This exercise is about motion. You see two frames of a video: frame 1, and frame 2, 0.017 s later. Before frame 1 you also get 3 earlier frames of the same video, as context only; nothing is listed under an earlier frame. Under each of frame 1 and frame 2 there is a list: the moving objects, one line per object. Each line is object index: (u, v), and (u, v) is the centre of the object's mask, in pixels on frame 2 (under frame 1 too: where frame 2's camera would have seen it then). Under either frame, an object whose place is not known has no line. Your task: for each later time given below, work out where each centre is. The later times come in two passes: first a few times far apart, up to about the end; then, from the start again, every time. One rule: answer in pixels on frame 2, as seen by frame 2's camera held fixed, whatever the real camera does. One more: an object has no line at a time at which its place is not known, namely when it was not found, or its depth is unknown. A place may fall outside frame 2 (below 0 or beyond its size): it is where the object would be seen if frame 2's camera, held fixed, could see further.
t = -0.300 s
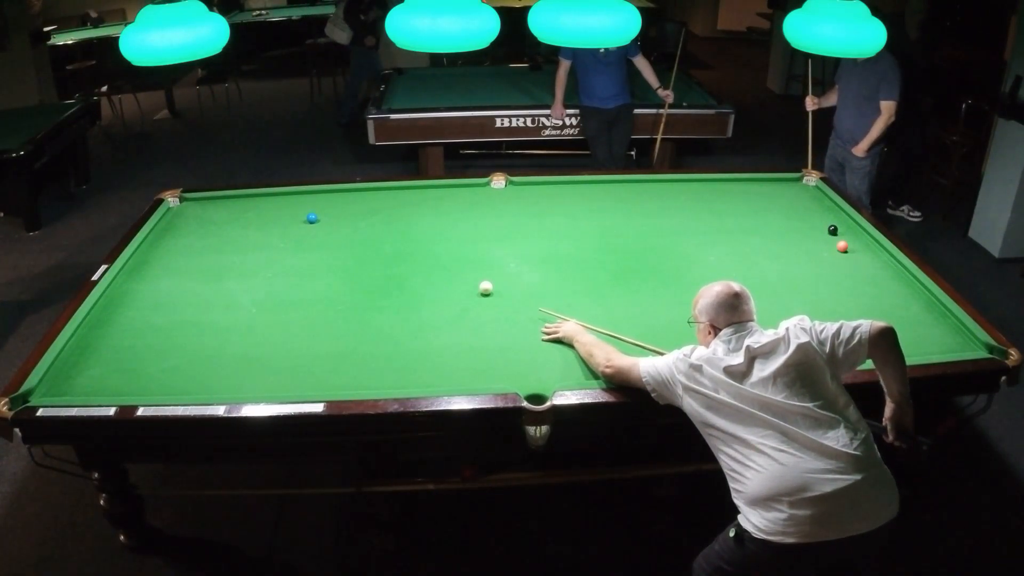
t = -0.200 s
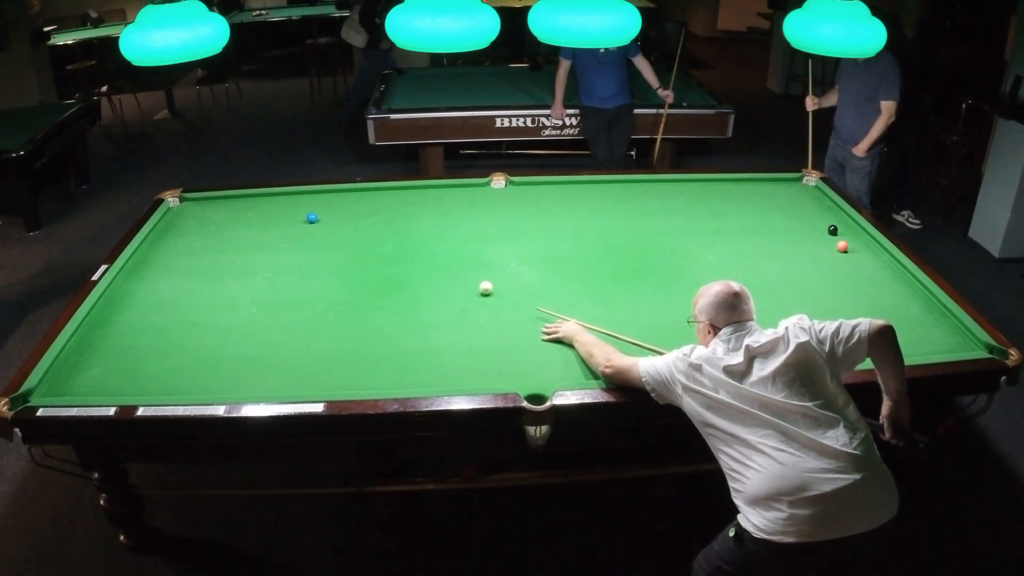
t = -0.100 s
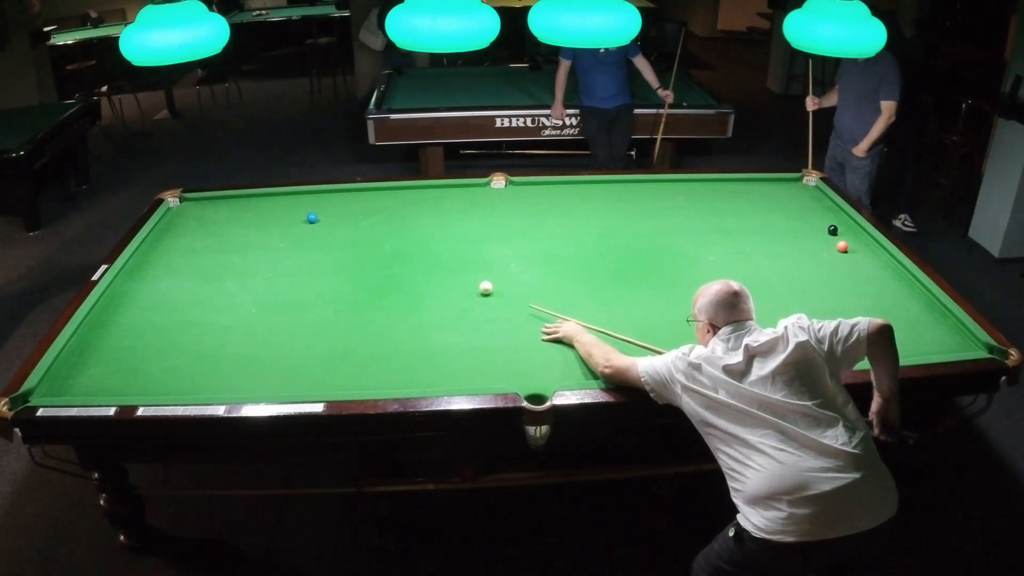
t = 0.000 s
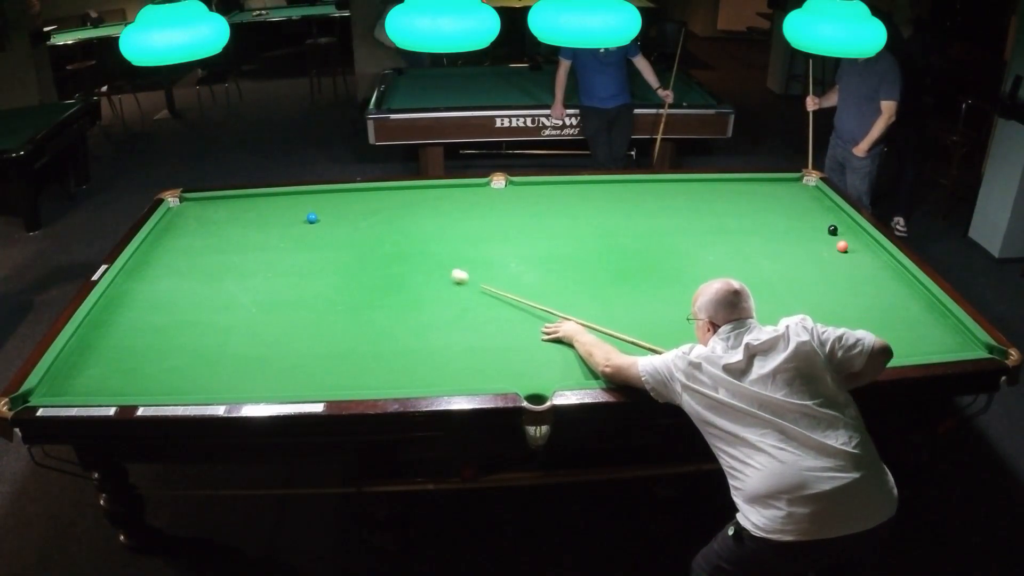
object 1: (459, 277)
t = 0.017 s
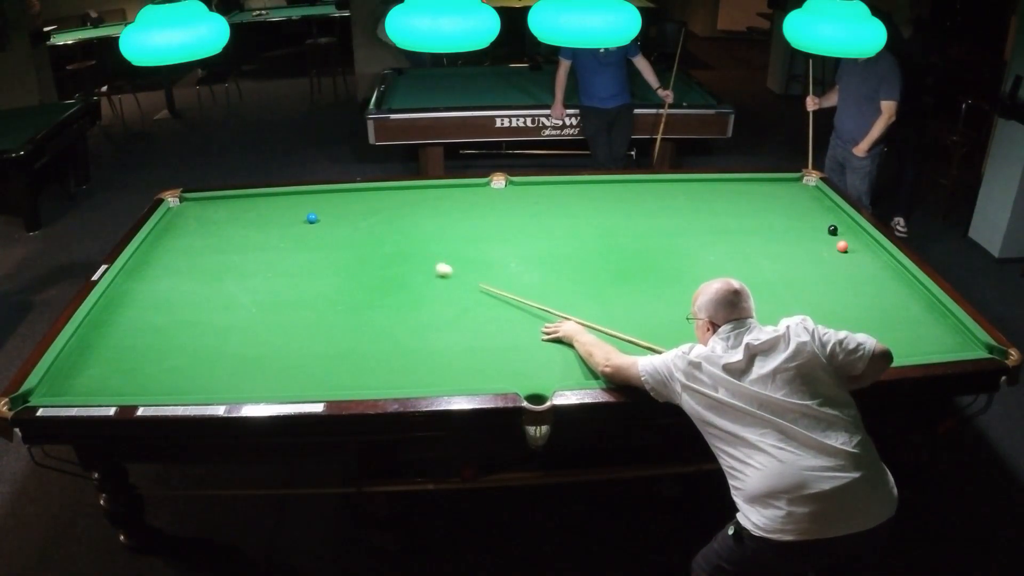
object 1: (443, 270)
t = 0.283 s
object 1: (334, 205)
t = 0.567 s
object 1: (356, 204)
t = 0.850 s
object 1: (378, 227)
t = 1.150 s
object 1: (405, 255)
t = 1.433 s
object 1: (435, 286)
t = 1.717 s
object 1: (469, 320)
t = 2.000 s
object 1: (509, 360)
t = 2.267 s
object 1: (539, 401)
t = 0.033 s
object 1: (428, 264)
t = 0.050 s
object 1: (414, 258)
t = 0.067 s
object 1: (400, 252)
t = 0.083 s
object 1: (387, 247)
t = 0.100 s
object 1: (375, 242)
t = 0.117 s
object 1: (363, 237)
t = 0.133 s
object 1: (351, 232)
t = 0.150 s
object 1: (340, 228)
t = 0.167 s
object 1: (331, 223)
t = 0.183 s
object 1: (322, 219)
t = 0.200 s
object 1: (323, 216)
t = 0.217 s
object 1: (326, 214)
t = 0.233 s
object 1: (328, 212)
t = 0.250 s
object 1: (330, 209)
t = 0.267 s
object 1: (332, 207)
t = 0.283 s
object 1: (334, 205)
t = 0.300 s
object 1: (335, 203)
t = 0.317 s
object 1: (337, 201)
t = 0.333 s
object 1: (338, 199)
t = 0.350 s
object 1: (339, 197)
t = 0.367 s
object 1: (341, 195)
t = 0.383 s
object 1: (342, 193)
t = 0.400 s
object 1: (343, 191)
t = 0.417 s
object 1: (345, 192)
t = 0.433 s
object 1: (346, 193)
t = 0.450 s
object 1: (347, 195)
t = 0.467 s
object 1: (348, 196)
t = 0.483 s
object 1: (349, 197)
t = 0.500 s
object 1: (351, 199)
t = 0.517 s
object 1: (352, 200)
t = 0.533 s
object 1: (353, 201)
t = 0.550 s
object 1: (354, 202)
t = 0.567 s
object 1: (356, 204)
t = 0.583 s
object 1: (357, 205)
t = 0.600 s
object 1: (358, 206)
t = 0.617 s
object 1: (359, 208)
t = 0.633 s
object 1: (360, 209)
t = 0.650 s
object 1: (362, 210)
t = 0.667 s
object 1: (363, 212)
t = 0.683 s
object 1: (364, 213)
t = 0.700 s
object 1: (366, 214)
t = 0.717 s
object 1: (367, 216)
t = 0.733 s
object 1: (368, 217)
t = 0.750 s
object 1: (370, 219)
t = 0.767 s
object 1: (371, 220)
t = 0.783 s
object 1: (372, 221)
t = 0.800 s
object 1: (374, 223)
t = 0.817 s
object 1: (375, 224)
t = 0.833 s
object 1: (377, 225)
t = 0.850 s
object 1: (378, 227)
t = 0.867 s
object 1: (380, 228)
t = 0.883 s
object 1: (381, 230)
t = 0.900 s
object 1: (382, 231)
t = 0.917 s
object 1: (384, 233)
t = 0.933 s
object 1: (385, 234)
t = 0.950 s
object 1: (387, 236)
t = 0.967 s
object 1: (388, 237)
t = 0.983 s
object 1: (390, 239)
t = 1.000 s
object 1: (391, 241)
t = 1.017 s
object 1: (393, 242)
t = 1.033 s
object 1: (394, 244)
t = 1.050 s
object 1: (396, 245)
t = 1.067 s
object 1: (397, 247)
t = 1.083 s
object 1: (399, 248)
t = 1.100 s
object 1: (400, 250)
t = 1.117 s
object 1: (402, 252)
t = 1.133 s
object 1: (404, 253)
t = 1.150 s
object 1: (405, 255)
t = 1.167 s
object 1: (407, 257)
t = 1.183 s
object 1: (409, 259)
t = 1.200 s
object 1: (410, 260)
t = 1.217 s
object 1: (412, 262)
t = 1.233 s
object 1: (414, 264)
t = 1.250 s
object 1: (415, 265)
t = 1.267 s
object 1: (417, 267)
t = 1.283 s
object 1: (419, 269)
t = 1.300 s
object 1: (421, 271)
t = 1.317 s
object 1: (422, 273)
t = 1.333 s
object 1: (424, 274)
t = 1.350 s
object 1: (426, 276)
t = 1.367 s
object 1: (428, 278)
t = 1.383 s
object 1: (430, 280)
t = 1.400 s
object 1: (431, 282)
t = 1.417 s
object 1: (433, 284)
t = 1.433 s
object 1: (435, 286)
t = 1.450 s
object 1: (437, 288)
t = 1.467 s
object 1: (439, 290)
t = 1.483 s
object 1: (441, 292)
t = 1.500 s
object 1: (443, 294)
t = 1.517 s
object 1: (445, 296)
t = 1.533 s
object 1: (446, 297)
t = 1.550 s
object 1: (449, 299)
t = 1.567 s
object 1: (451, 301)
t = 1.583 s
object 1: (453, 304)
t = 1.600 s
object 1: (455, 306)
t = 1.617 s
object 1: (457, 308)
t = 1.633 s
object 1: (459, 310)
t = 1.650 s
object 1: (461, 312)
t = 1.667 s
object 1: (463, 314)
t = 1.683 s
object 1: (465, 316)
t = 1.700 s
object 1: (467, 319)
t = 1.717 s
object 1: (469, 320)
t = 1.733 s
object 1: (472, 323)
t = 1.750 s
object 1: (474, 325)
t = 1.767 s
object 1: (476, 327)
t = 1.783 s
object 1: (478, 329)
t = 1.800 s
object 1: (480, 332)
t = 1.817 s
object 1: (483, 334)
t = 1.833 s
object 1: (485, 336)
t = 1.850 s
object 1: (487, 339)
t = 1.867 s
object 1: (490, 341)
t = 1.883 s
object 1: (492, 343)
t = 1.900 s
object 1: (494, 345)
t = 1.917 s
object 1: (497, 348)
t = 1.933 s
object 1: (499, 350)
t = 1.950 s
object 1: (501, 352)
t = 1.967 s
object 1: (504, 355)
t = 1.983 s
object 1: (506, 357)
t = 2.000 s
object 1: (509, 360)
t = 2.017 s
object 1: (511, 362)
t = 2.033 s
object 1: (513, 365)
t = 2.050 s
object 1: (516, 367)
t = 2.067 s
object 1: (518, 369)
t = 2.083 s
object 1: (521, 372)
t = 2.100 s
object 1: (524, 374)
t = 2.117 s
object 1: (526, 377)
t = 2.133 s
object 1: (529, 379)
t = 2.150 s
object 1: (531, 382)
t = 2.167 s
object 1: (534, 384)
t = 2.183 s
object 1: (536, 387)
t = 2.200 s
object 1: (539, 390)
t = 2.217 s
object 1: (542, 394)
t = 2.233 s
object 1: (543, 397)
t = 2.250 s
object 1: (541, 400)
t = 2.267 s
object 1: (539, 401)
